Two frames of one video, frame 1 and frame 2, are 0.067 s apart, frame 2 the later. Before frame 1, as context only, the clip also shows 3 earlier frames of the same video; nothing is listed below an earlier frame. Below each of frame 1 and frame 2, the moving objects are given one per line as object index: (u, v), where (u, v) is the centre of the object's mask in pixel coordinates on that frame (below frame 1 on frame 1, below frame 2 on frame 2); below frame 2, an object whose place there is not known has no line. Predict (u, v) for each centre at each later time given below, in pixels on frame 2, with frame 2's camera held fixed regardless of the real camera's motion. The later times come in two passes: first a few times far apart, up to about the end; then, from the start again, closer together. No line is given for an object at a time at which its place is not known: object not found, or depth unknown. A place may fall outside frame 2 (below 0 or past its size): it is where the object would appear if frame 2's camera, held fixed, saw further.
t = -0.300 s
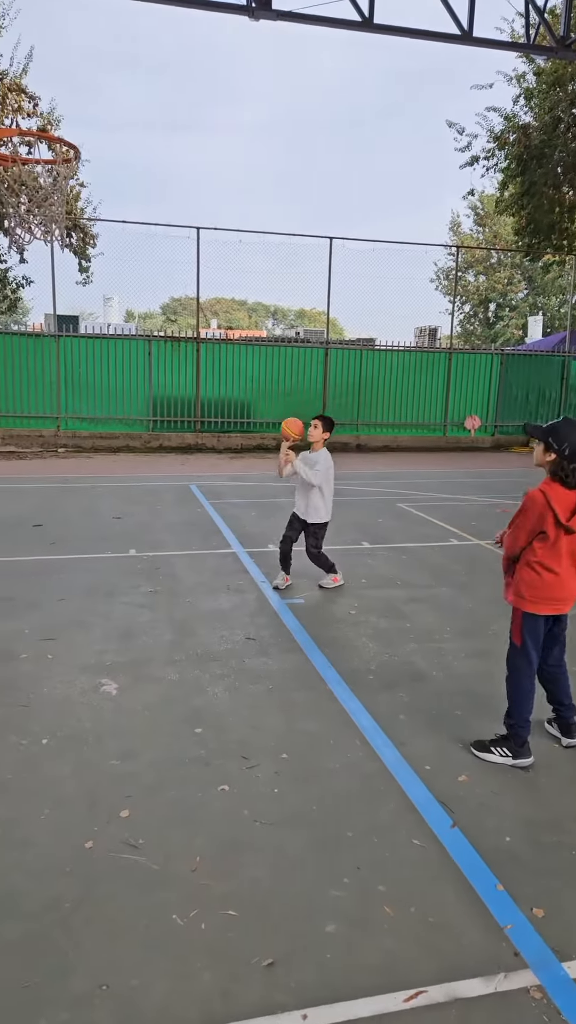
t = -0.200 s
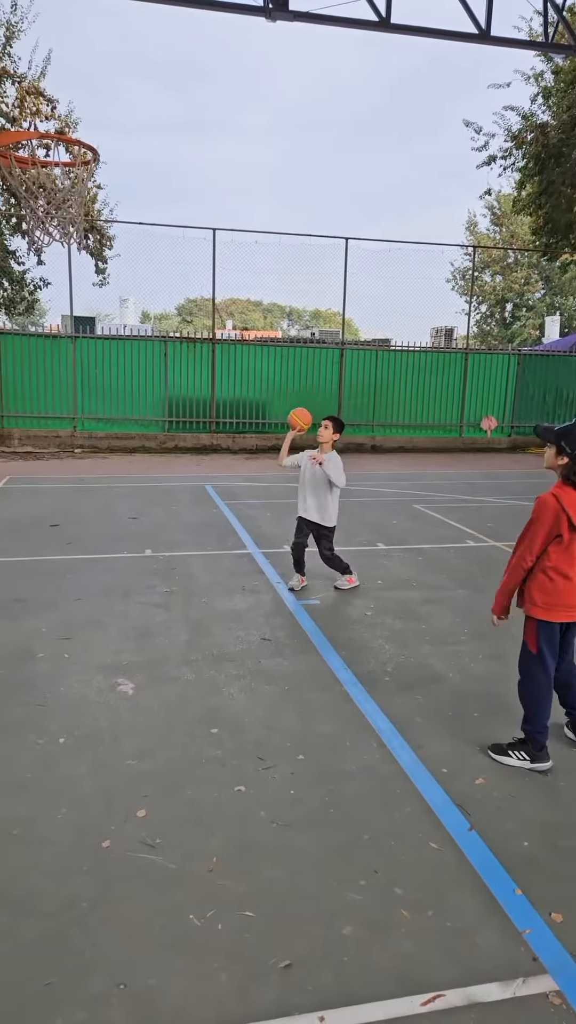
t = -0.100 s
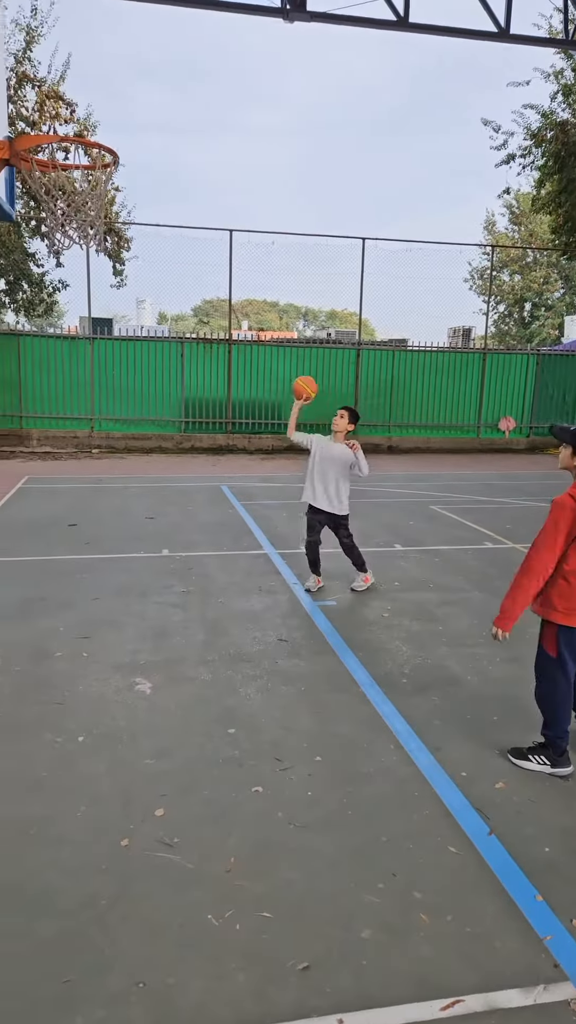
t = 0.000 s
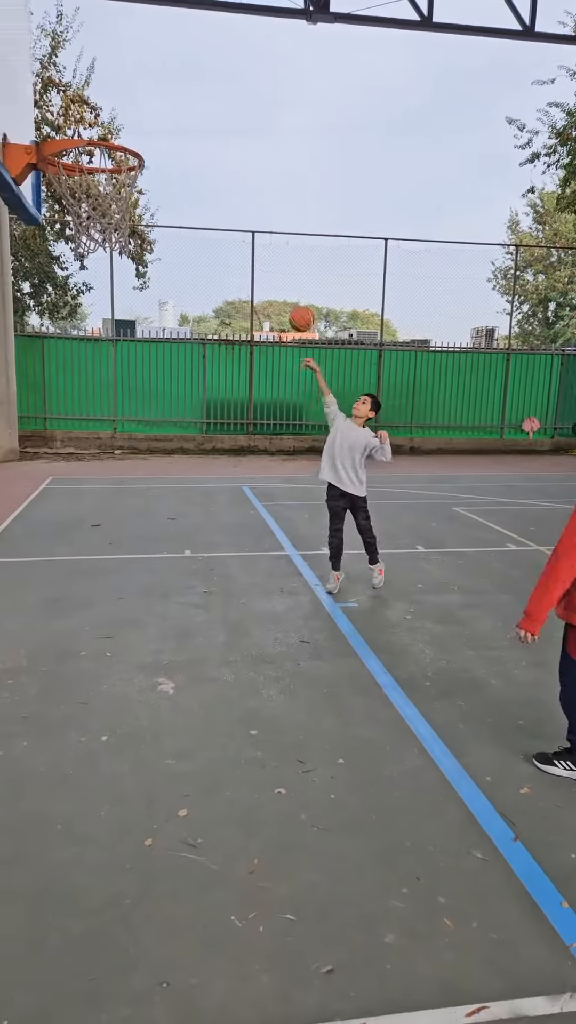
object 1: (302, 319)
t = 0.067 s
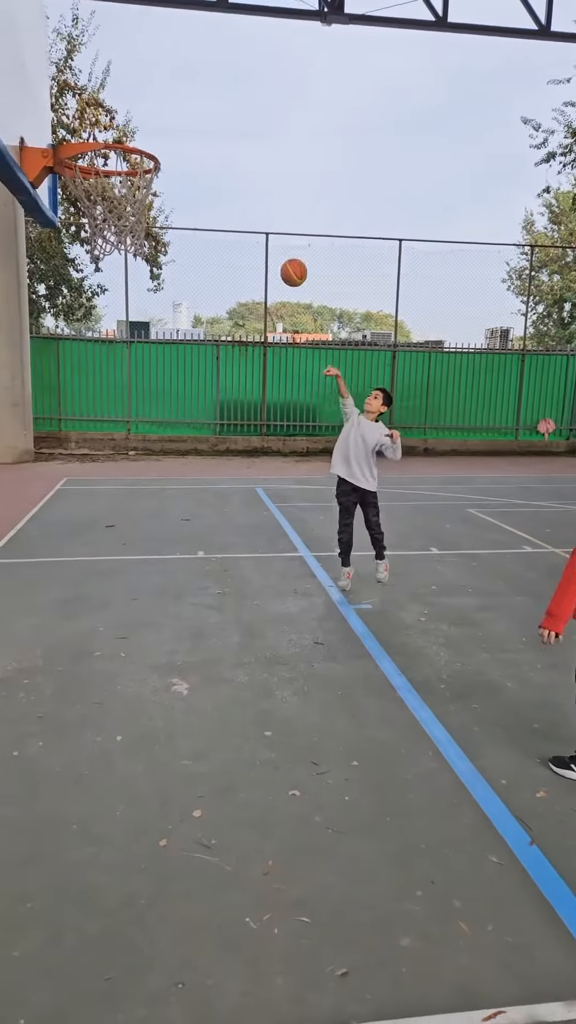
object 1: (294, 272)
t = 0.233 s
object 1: (232, 171)
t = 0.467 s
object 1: (123, 86)
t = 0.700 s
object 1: (89, 118)
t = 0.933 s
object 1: (157, 207)
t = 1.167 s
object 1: (143, 266)
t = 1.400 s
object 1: (122, 414)
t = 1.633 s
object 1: (100, 631)
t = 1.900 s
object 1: (76, 457)
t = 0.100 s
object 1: (282, 250)
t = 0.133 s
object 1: (270, 229)
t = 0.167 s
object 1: (258, 208)
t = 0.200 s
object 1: (245, 189)
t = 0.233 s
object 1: (232, 171)
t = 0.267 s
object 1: (218, 154)
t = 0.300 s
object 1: (203, 138)
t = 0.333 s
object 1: (188, 124)
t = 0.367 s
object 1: (173, 112)
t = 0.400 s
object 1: (157, 101)
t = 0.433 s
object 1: (140, 93)
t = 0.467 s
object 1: (123, 86)
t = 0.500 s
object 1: (105, 82)
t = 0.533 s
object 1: (86, 80)
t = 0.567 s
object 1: (66, 79)
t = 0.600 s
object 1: (46, 82)
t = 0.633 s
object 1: (56, 91)
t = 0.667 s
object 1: (73, 103)
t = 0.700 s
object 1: (89, 118)
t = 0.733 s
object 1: (104, 132)
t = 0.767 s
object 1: (118, 151)
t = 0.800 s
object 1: (134, 175)
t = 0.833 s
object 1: (146, 191)
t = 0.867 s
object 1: (153, 199)
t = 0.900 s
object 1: (156, 203)
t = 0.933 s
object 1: (157, 207)
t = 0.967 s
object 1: (155, 212)
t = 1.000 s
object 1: (156, 217)
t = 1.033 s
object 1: (155, 223)
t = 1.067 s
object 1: (154, 231)
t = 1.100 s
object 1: (150, 241)
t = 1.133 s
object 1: (146, 254)
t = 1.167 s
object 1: (143, 266)
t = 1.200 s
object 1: (140, 282)
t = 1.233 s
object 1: (136, 300)
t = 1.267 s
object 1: (133, 321)
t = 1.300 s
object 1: (130, 341)
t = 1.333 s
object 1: (127, 364)
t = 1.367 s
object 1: (124, 388)
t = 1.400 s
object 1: (122, 414)
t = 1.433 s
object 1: (119, 442)
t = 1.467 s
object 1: (115, 470)
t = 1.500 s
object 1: (112, 501)
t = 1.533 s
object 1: (110, 532)
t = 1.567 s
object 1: (106, 565)
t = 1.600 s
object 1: (103, 598)
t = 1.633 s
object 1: (100, 631)
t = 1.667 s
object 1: (98, 618)
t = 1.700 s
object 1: (96, 590)
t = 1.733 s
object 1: (92, 564)
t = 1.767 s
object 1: (90, 539)
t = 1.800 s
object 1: (86, 515)
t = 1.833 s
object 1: (82, 495)
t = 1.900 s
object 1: (76, 457)
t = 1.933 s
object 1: (72, 441)
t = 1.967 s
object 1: (69, 426)
